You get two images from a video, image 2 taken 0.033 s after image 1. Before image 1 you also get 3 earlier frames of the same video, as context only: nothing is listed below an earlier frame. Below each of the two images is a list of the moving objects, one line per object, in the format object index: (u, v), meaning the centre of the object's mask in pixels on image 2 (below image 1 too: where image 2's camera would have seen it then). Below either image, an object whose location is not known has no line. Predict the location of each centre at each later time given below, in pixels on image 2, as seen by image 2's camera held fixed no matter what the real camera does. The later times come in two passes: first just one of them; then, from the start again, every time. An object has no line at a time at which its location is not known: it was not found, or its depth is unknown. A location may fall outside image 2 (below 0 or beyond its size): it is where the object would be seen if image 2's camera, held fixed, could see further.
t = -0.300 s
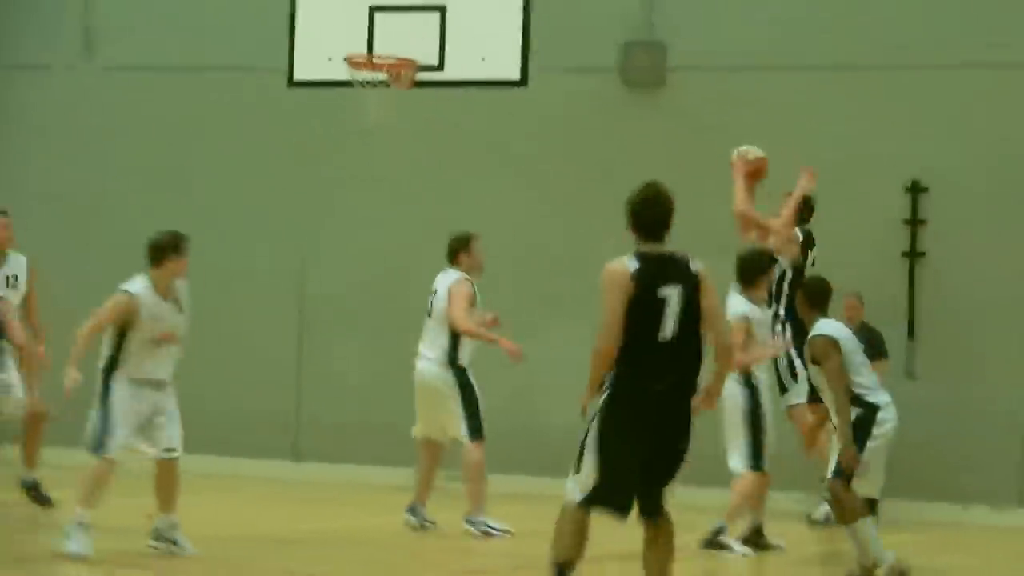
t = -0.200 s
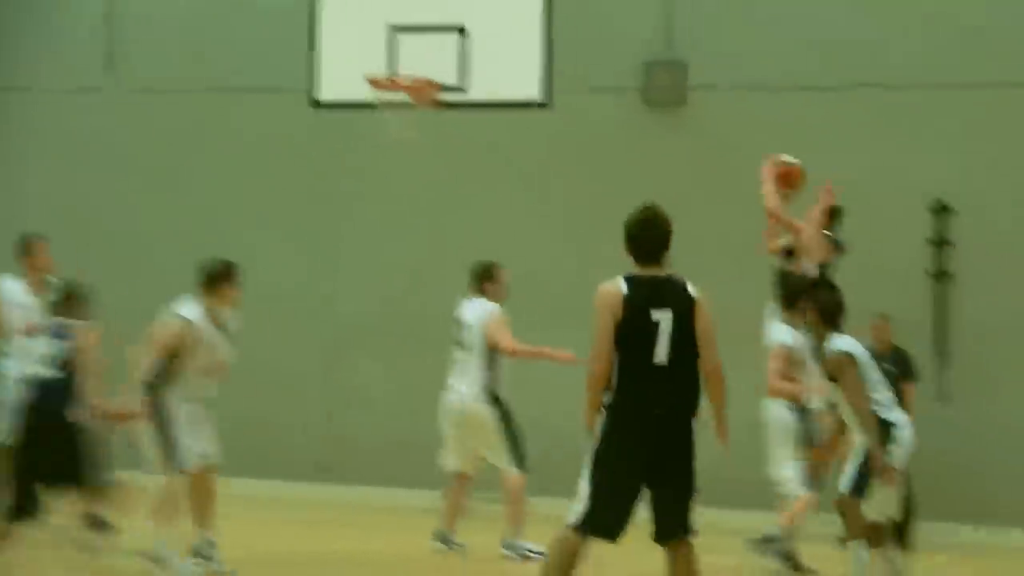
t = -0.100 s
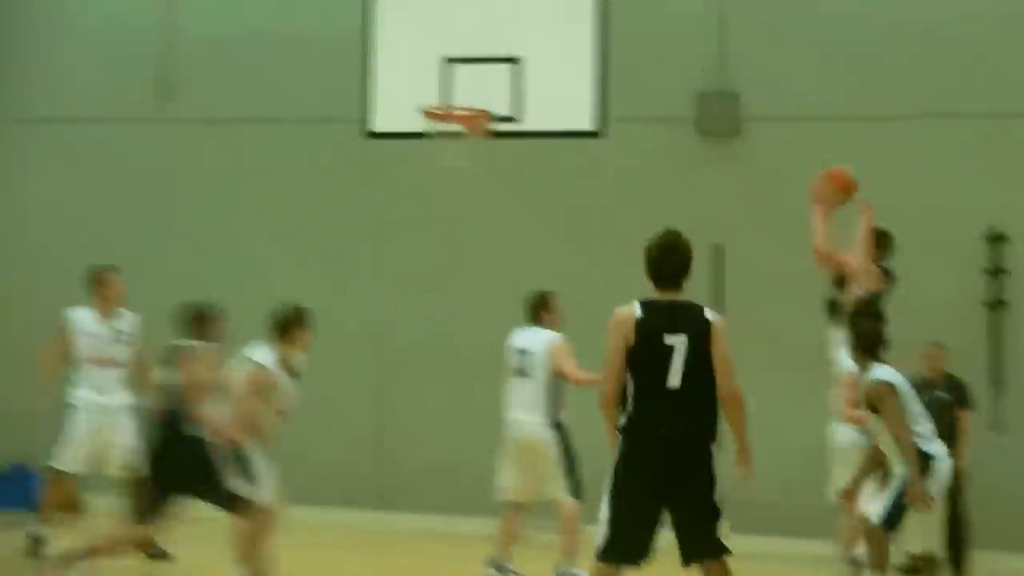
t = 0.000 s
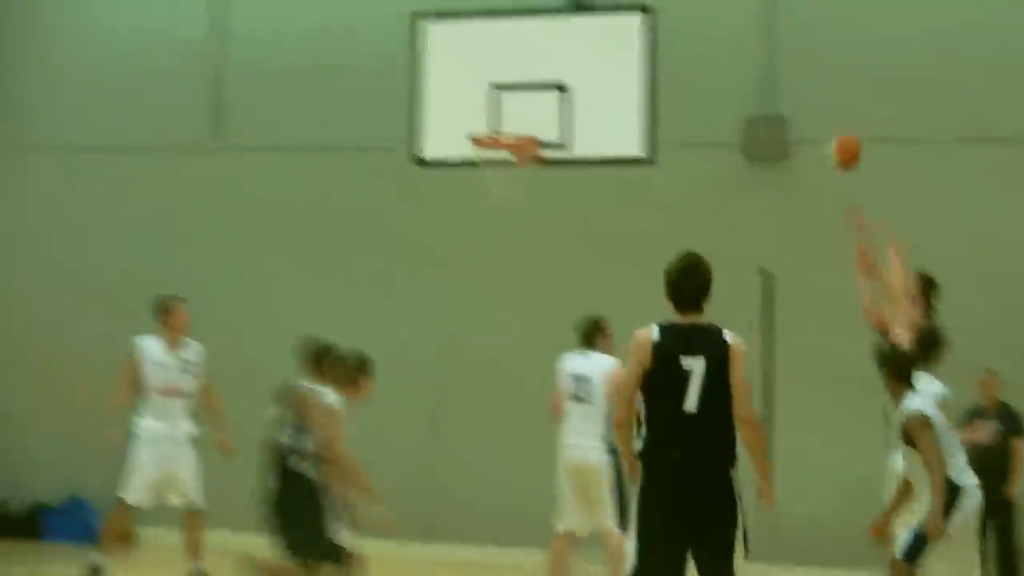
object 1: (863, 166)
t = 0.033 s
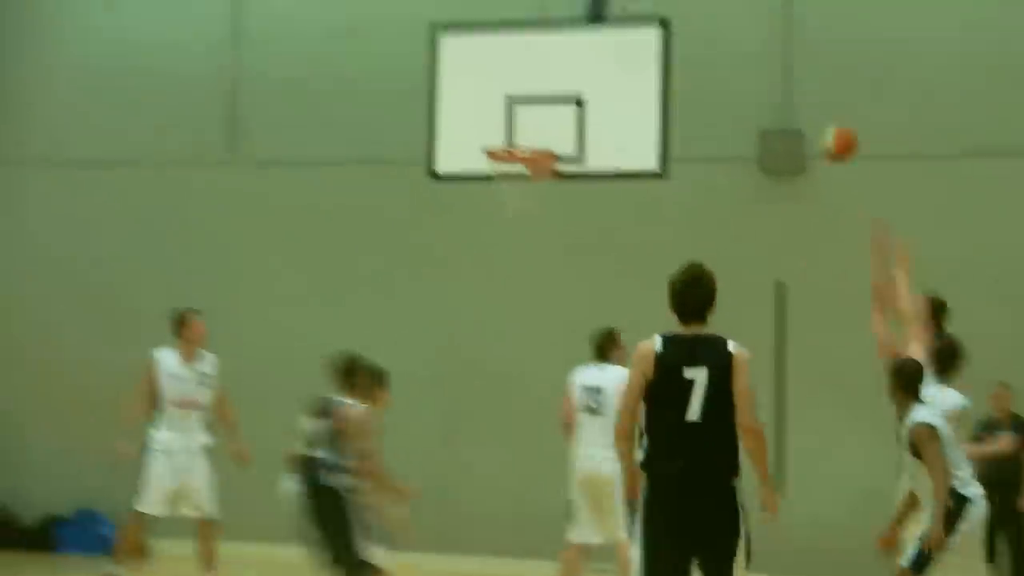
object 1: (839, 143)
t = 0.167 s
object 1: (762, 79)
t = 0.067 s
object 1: (820, 123)
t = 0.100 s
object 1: (800, 105)
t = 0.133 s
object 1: (782, 91)
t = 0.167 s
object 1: (762, 79)
